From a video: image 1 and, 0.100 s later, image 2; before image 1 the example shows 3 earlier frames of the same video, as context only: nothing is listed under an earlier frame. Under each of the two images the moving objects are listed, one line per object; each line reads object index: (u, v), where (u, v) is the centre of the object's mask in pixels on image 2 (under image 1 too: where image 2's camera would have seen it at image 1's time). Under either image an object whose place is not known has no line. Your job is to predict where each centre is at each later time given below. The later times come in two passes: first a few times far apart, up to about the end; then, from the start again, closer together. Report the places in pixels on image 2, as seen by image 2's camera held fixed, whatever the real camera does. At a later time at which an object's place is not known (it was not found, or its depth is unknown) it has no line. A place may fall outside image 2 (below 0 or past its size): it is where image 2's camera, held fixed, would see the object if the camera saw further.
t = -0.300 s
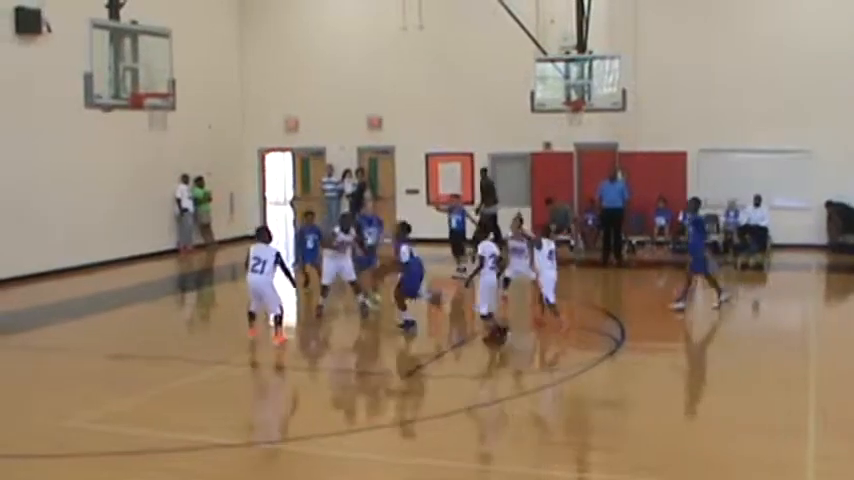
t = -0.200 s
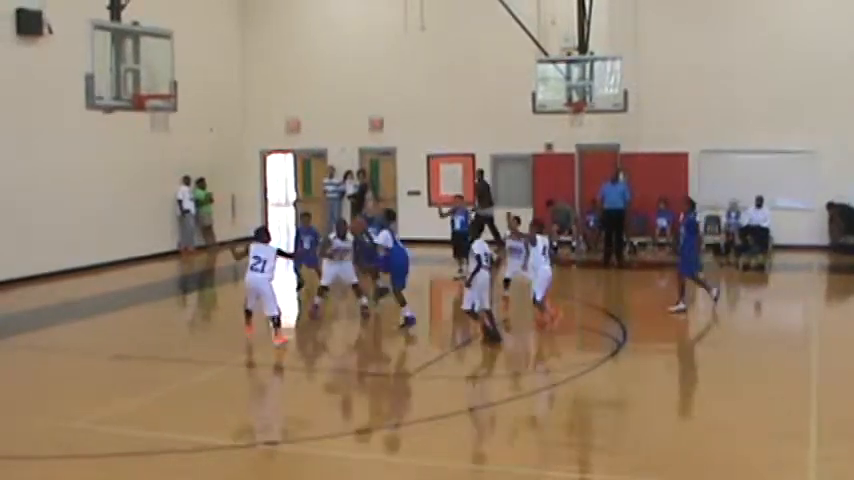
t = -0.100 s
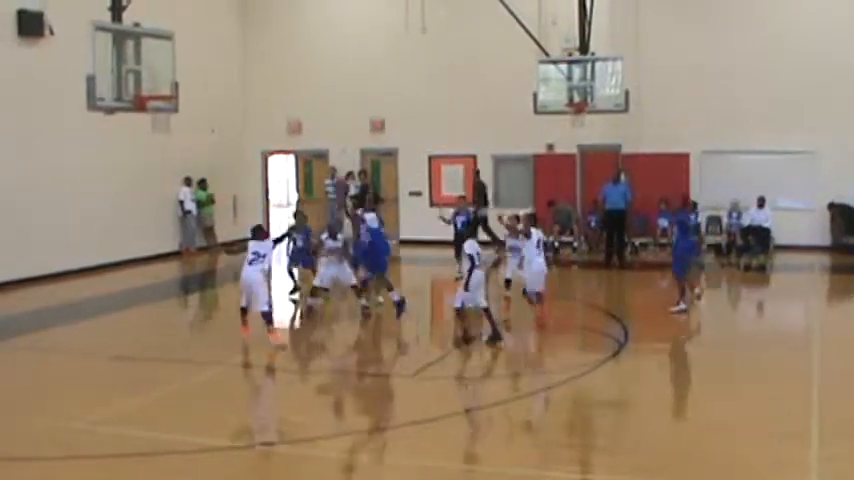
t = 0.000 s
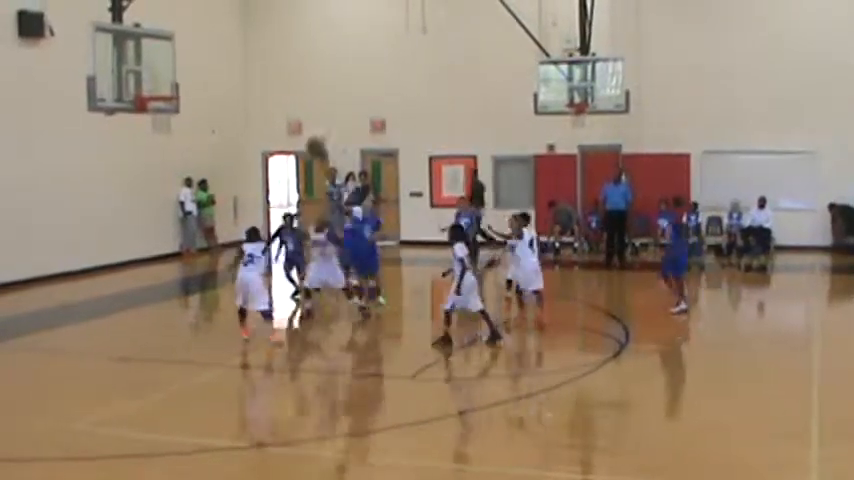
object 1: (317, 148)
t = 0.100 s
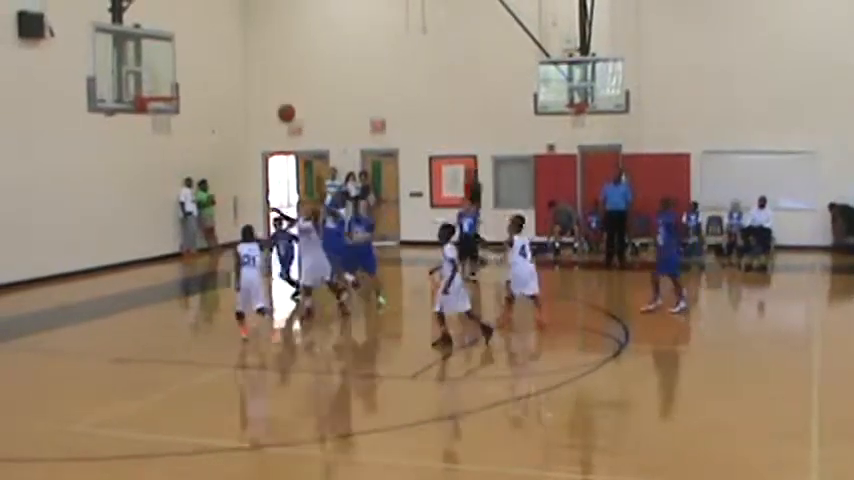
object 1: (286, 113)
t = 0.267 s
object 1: (239, 76)
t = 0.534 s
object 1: (170, 61)
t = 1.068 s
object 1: (160, 81)
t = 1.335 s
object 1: (158, 87)
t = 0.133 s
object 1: (277, 104)
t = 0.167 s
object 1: (267, 95)
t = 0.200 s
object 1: (258, 87)
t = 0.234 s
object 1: (248, 81)
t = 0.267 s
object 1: (239, 76)
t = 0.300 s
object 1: (230, 71)
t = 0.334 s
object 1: (221, 67)
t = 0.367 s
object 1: (212, 64)
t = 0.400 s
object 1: (204, 62)
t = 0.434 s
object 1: (195, 60)
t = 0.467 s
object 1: (187, 60)
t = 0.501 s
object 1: (178, 60)
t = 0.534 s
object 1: (170, 61)
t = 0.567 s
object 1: (161, 64)
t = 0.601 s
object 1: (153, 67)
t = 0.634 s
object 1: (149, 70)
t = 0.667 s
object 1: (155, 74)
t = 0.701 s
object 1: (160, 77)
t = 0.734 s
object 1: (166, 82)
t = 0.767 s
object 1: (171, 89)
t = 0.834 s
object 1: (170, 84)
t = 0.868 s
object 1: (169, 81)
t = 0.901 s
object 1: (168, 79)
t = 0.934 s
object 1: (167, 78)
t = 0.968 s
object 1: (165, 77)
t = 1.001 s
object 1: (163, 78)
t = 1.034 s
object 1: (163, 79)
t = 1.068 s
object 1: (160, 81)
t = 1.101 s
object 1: (158, 83)
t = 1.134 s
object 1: (158, 88)
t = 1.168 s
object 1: (158, 84)
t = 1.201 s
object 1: (158, 83)
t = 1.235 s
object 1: (158, 83)
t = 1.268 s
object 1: (158, 83)
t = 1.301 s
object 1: (158, 83)
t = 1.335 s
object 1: (158, 87)
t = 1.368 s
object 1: (159, 89)
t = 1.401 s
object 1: (159, 92)
